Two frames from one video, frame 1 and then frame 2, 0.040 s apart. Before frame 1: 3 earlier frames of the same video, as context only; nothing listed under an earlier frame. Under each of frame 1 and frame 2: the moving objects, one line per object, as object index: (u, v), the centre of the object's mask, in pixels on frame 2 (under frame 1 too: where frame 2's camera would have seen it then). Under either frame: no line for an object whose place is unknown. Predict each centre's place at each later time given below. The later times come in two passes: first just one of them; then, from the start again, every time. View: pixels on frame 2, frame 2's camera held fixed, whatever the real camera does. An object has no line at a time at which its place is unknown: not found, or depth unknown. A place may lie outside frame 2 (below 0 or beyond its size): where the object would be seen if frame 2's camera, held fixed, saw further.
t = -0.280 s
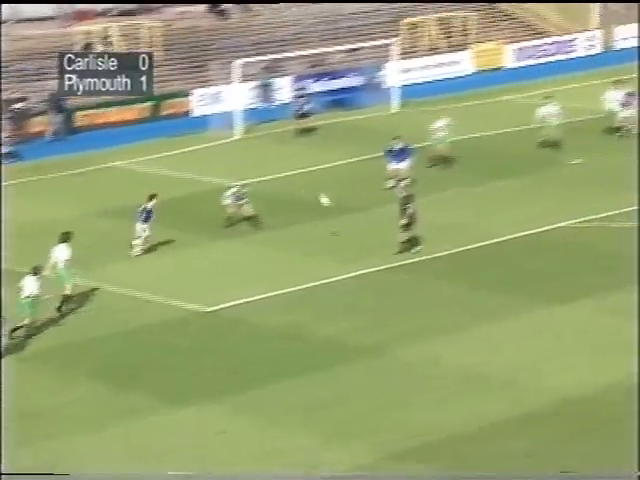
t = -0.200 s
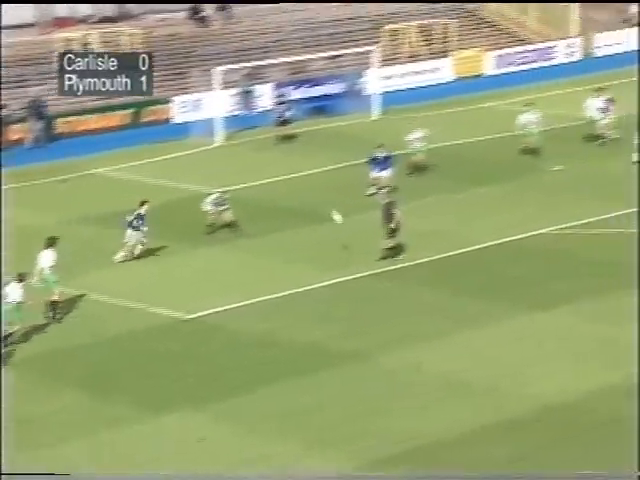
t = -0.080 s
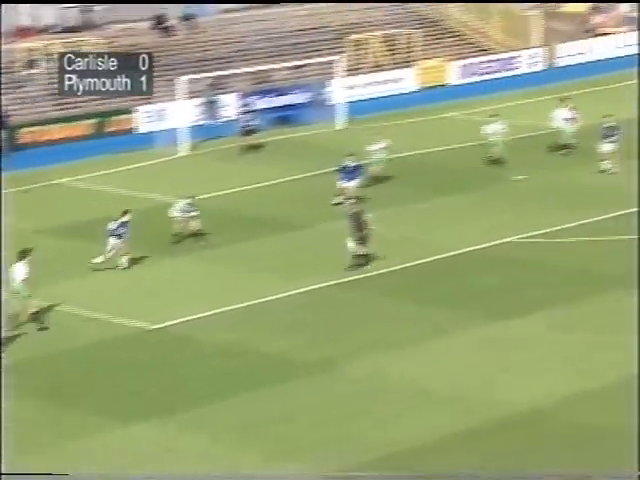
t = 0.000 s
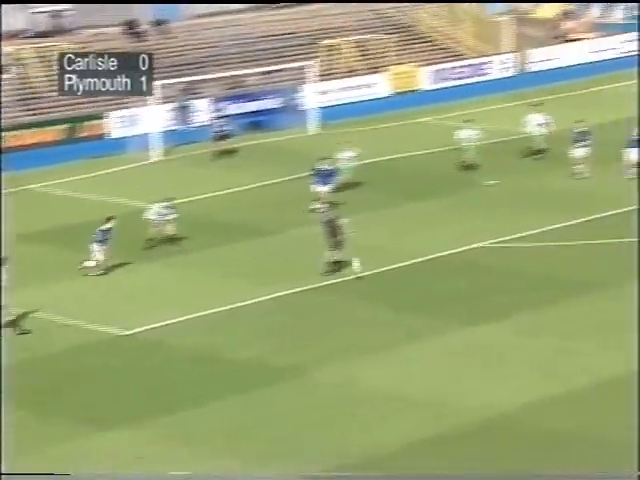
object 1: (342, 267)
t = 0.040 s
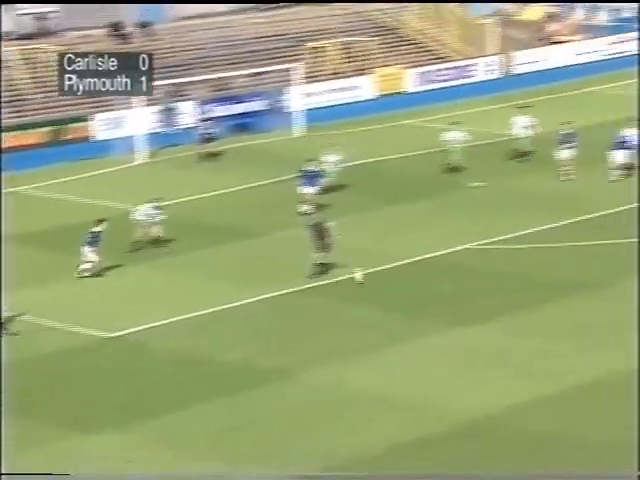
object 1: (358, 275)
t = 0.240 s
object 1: (426, 274)
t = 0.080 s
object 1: (374, 283)
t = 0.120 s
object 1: (388, 283)
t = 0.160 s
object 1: (400, 279)
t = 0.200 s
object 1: (413, 276)
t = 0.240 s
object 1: (426, 274)
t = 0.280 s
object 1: (438, 272)
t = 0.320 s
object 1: (451, 271)
